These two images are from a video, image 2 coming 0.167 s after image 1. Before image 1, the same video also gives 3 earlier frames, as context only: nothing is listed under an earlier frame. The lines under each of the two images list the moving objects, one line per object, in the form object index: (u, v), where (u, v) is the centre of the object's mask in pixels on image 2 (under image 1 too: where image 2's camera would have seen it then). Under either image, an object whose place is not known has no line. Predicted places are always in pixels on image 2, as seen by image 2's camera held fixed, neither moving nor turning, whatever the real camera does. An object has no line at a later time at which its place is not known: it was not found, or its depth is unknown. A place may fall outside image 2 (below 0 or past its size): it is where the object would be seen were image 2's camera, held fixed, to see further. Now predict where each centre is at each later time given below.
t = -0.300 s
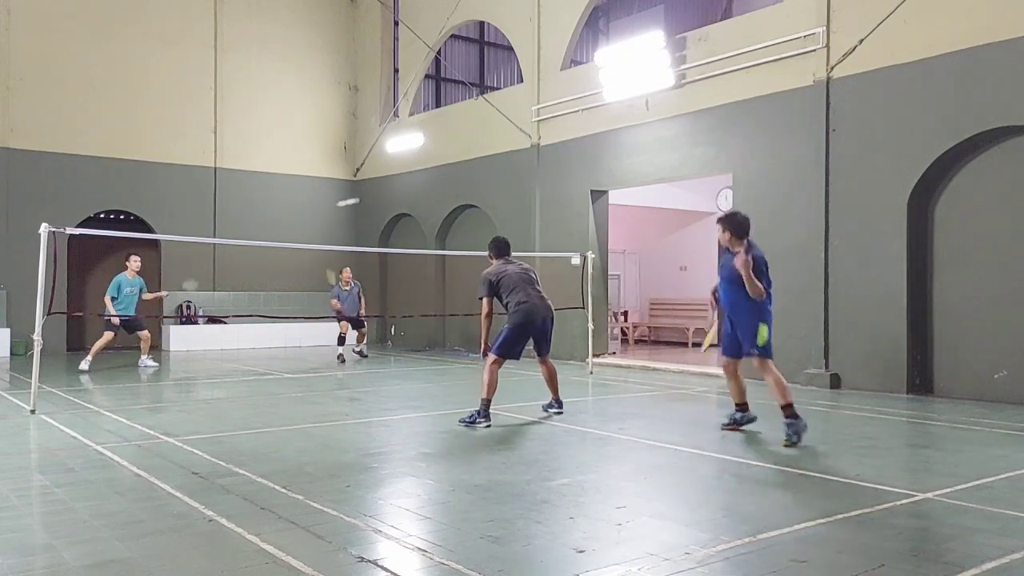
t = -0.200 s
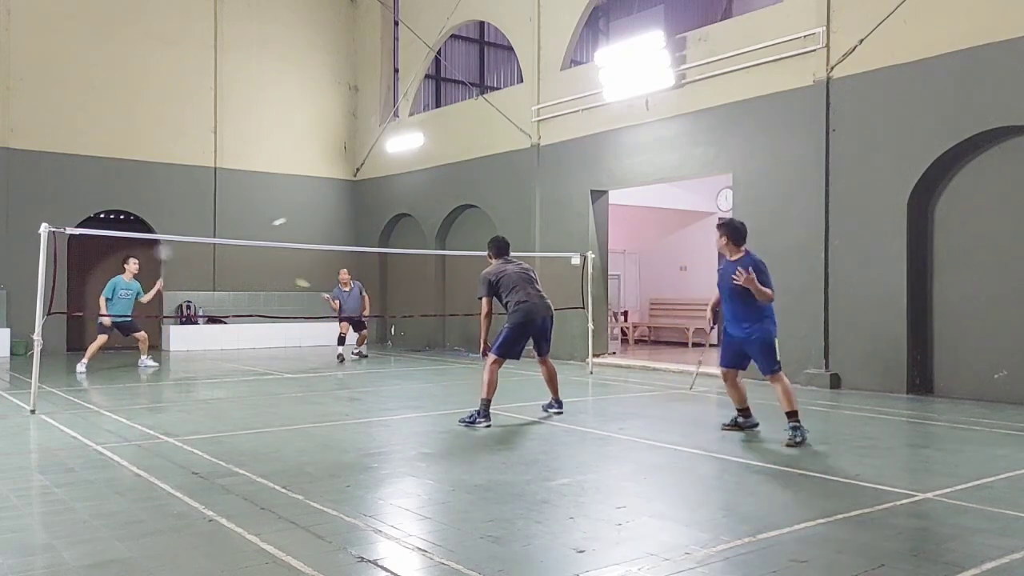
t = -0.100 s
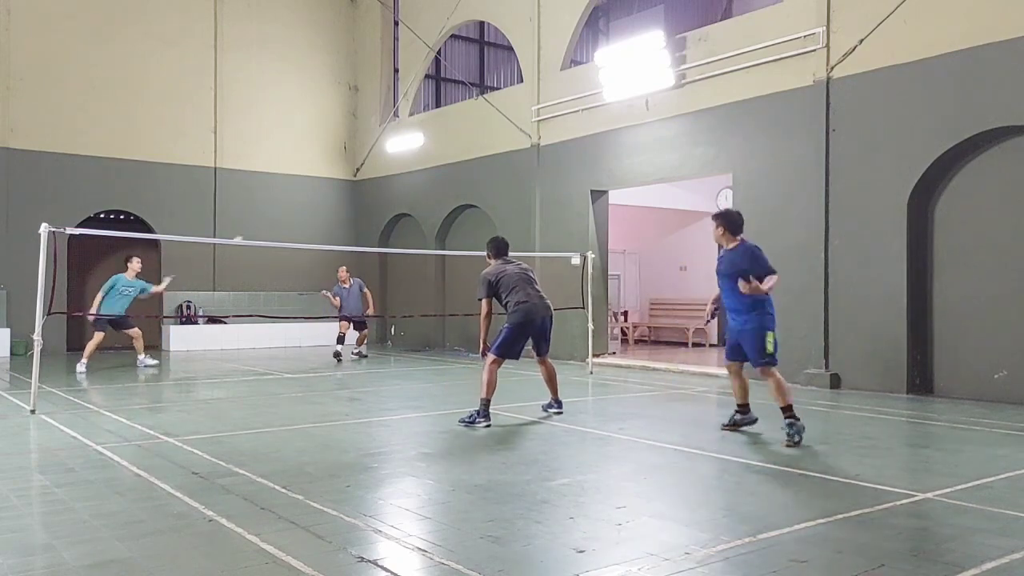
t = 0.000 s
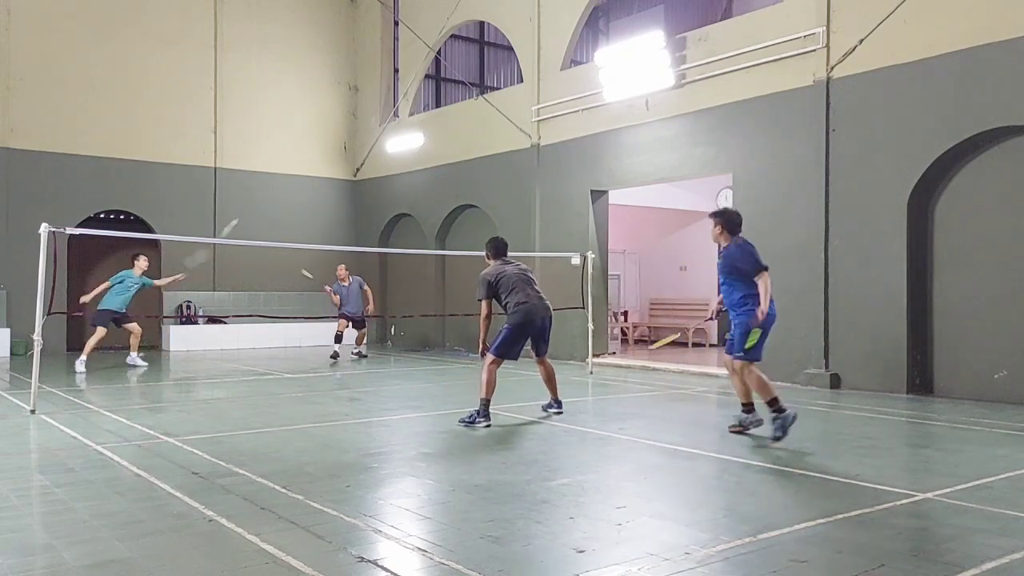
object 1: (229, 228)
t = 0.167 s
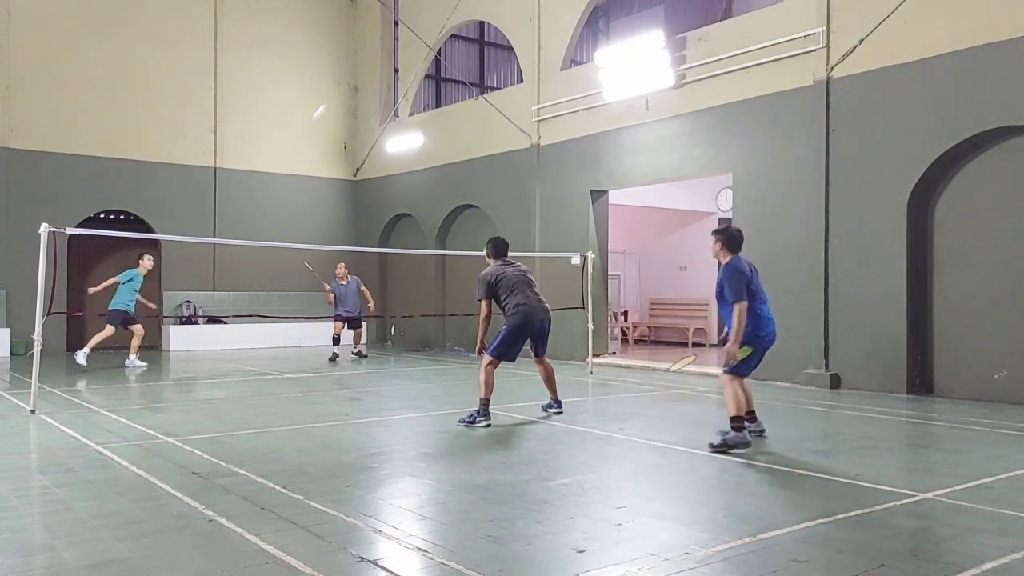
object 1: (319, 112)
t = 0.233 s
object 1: (349, 78)
